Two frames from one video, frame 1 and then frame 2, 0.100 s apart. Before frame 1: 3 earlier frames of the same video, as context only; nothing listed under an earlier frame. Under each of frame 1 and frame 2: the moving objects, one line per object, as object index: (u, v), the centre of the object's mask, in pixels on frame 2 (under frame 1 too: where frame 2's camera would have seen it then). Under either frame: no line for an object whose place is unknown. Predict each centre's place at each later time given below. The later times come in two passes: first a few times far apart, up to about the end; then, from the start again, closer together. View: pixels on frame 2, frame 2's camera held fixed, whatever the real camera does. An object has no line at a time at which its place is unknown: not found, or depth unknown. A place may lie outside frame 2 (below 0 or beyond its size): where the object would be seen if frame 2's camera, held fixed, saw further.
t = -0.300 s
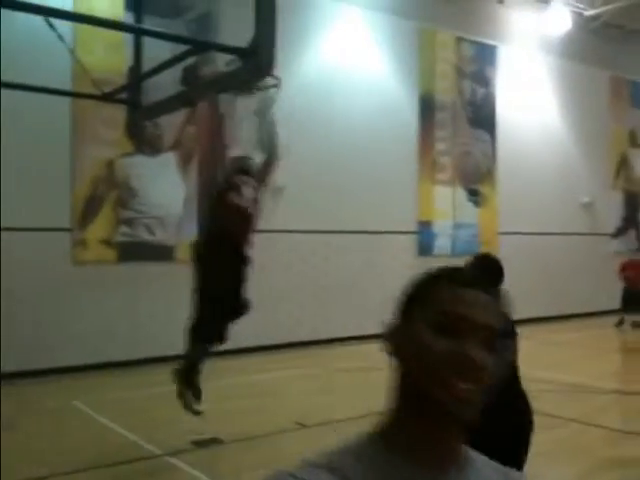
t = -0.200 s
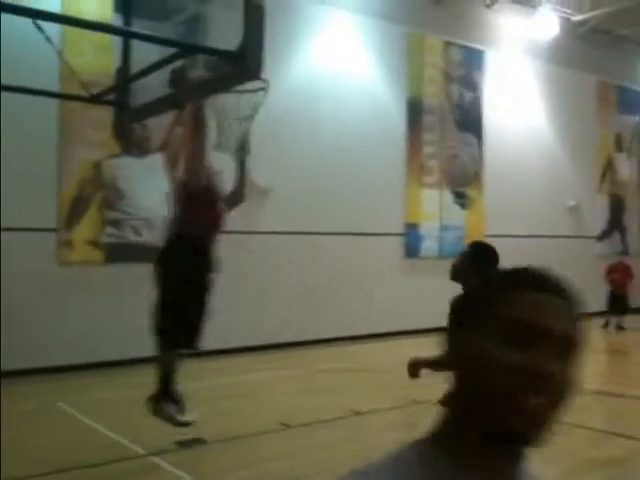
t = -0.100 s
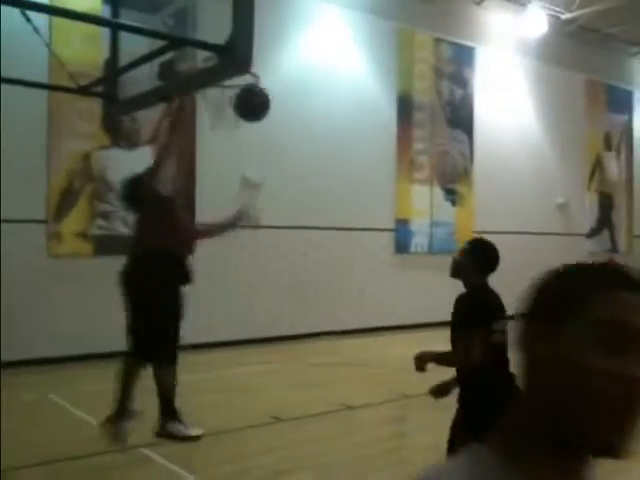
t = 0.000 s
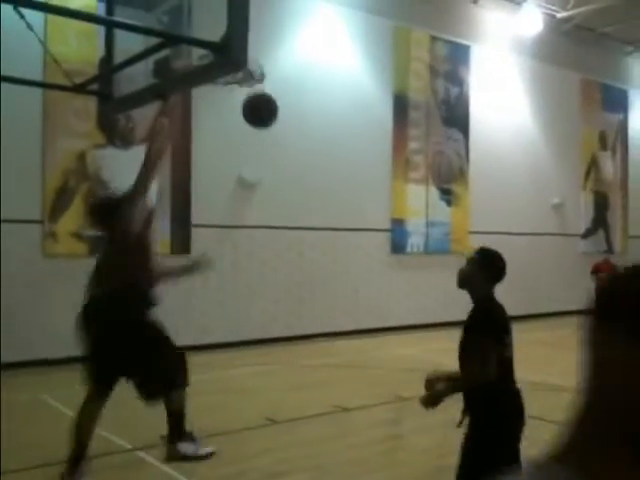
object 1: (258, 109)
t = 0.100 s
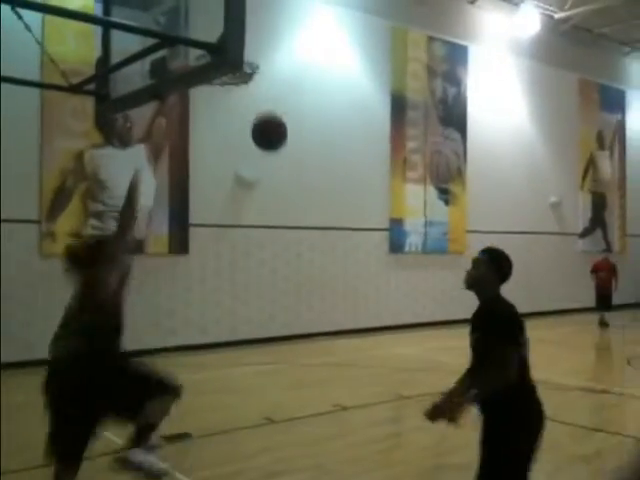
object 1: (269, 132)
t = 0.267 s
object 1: (289, 206)
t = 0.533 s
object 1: (325, 434)
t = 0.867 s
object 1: (311, 383)
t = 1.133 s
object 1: (281, 322)
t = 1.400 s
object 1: (251, 370)
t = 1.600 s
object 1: (228, 478)
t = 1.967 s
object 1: (200, 410)
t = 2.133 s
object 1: (188, 415)
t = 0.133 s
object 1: (272, 143)
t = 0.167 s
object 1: (276, 156)
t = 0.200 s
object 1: (281, 171)
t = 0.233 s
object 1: (284, 188)
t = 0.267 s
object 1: (289, 206)
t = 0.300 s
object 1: (293, 226)
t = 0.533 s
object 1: (325, 434)
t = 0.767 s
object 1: (322, 436)
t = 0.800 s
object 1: (318, 415)
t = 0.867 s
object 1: (311, 383)
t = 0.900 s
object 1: (307, 368)
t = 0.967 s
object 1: (299, 346)
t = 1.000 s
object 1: (296, 338)
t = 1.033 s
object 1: (292, 332)
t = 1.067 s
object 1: (288, 326)
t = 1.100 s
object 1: (284, 323)
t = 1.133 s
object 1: (281, 322)
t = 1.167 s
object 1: (278, 322)
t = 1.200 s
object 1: (274, 323)
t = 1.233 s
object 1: (270, 327)
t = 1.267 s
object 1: (267, 332)
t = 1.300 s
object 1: (263, 340)
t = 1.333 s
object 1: (259, 348)
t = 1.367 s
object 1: (254, 355)
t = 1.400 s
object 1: (251, 370)
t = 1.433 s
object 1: (248, 382)
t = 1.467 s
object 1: (243, 398)
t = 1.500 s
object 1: (238, 415)
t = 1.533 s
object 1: (236, 436)
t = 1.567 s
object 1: (231, 456)
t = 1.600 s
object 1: (228, 478)
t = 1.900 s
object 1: (206, 422)
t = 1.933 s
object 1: (204, 416)
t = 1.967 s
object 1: (200, 410)
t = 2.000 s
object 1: (198, 409)
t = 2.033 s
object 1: (195, 408)
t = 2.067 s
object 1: (194, 408)
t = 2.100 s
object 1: (191, 409)
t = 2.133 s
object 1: (188, 415)
